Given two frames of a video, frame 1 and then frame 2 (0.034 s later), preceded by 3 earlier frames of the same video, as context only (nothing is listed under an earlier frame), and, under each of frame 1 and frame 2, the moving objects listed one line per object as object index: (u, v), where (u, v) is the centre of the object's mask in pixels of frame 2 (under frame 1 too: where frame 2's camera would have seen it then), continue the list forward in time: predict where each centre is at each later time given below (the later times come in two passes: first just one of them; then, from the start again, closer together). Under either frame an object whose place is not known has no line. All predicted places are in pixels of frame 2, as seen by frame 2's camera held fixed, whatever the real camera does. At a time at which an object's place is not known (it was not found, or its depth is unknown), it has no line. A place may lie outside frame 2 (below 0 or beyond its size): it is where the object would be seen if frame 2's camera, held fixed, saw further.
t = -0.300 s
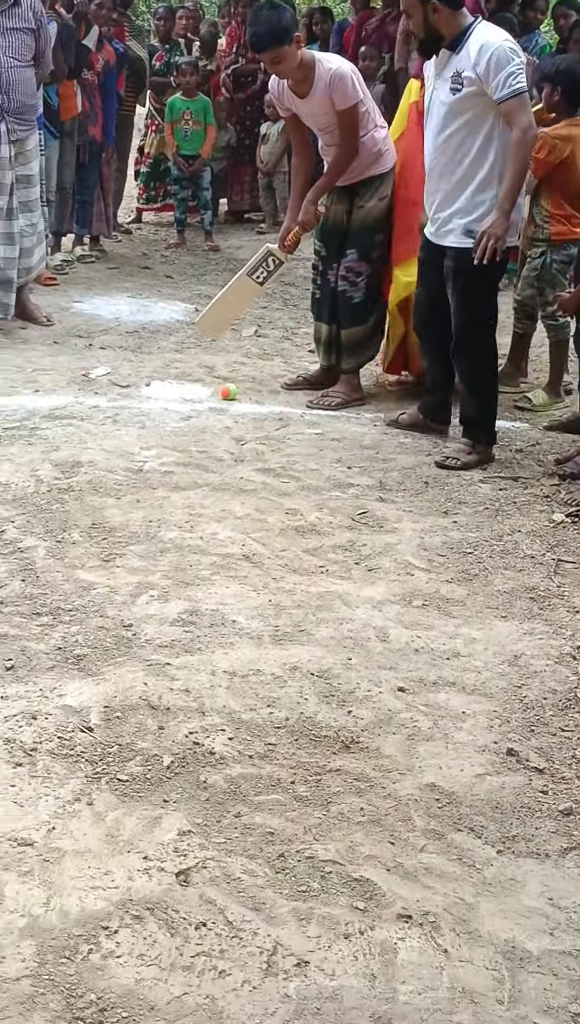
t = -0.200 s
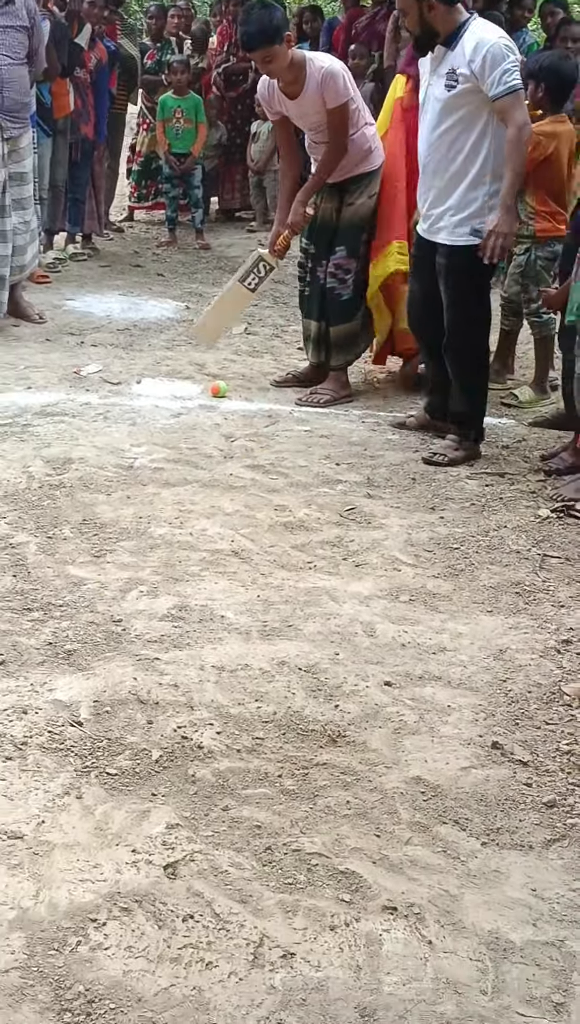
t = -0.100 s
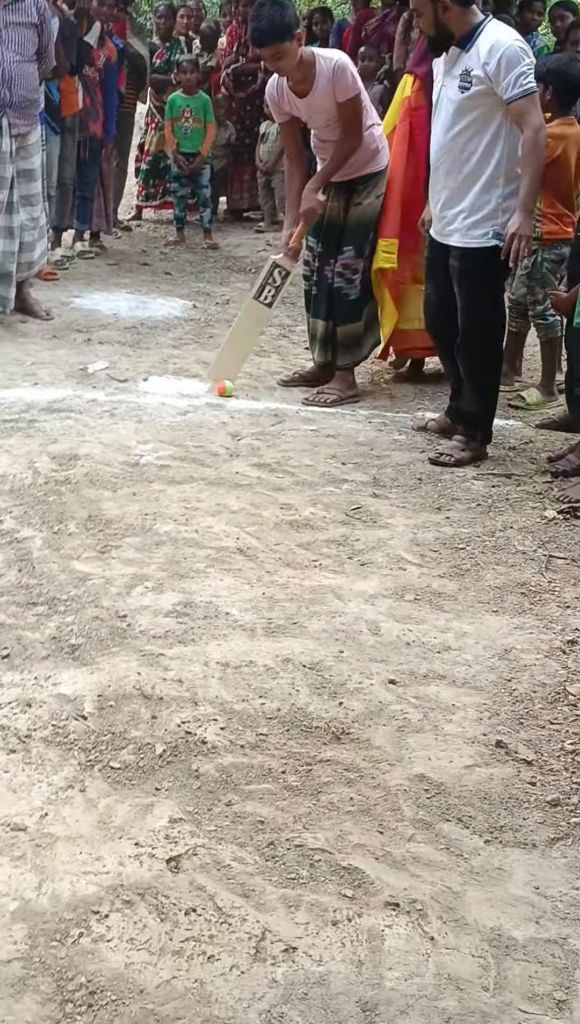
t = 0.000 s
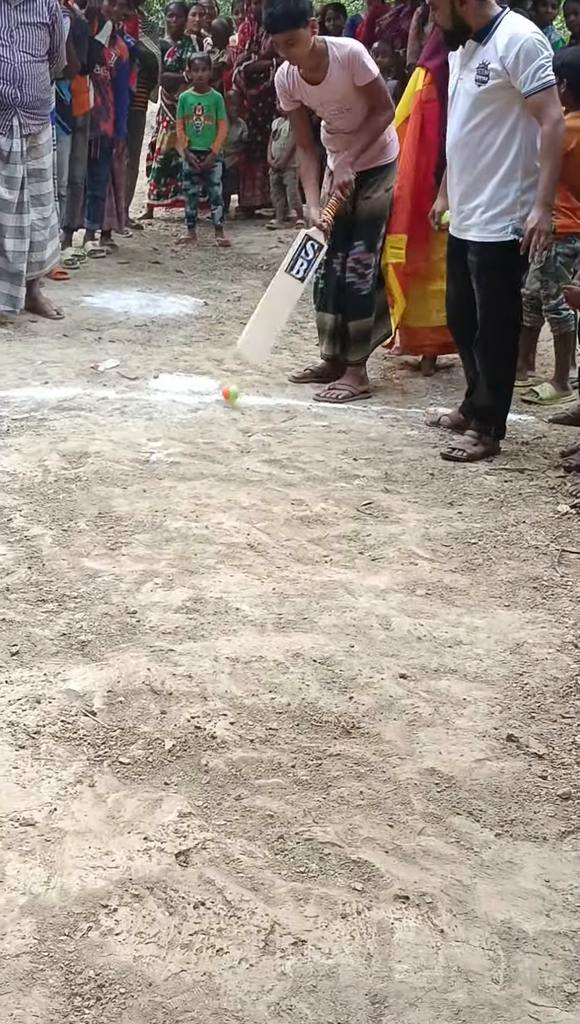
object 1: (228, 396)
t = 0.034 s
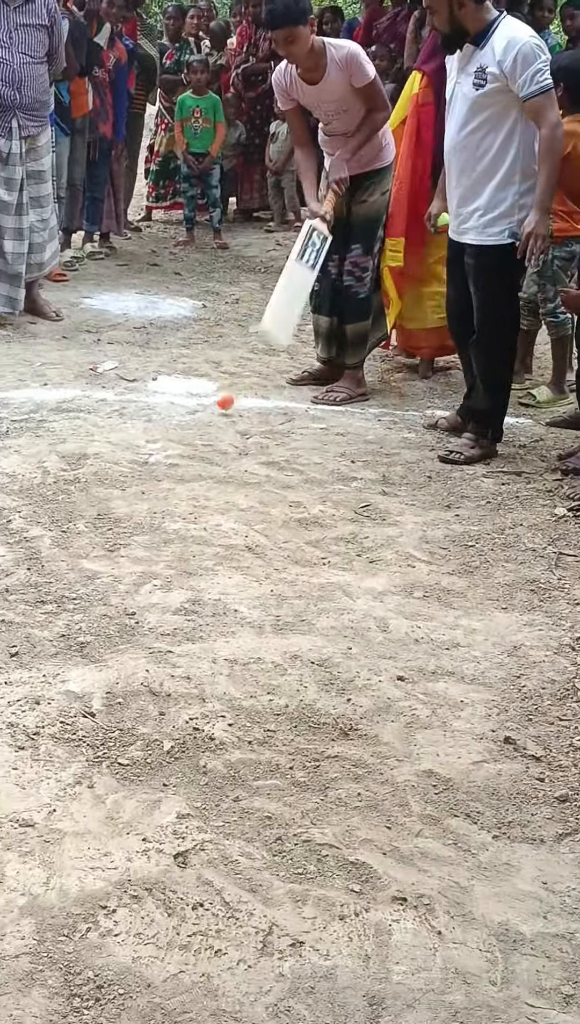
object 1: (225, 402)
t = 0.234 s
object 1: (205, 432)
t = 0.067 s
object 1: (222, 411)
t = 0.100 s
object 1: (219, 414)
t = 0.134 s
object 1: (215, 418)
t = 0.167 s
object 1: (212, 426)
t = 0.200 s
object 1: (209, 431)
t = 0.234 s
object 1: (205, 432)
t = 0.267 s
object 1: (201, 432)
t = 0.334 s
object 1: (193, 442)
